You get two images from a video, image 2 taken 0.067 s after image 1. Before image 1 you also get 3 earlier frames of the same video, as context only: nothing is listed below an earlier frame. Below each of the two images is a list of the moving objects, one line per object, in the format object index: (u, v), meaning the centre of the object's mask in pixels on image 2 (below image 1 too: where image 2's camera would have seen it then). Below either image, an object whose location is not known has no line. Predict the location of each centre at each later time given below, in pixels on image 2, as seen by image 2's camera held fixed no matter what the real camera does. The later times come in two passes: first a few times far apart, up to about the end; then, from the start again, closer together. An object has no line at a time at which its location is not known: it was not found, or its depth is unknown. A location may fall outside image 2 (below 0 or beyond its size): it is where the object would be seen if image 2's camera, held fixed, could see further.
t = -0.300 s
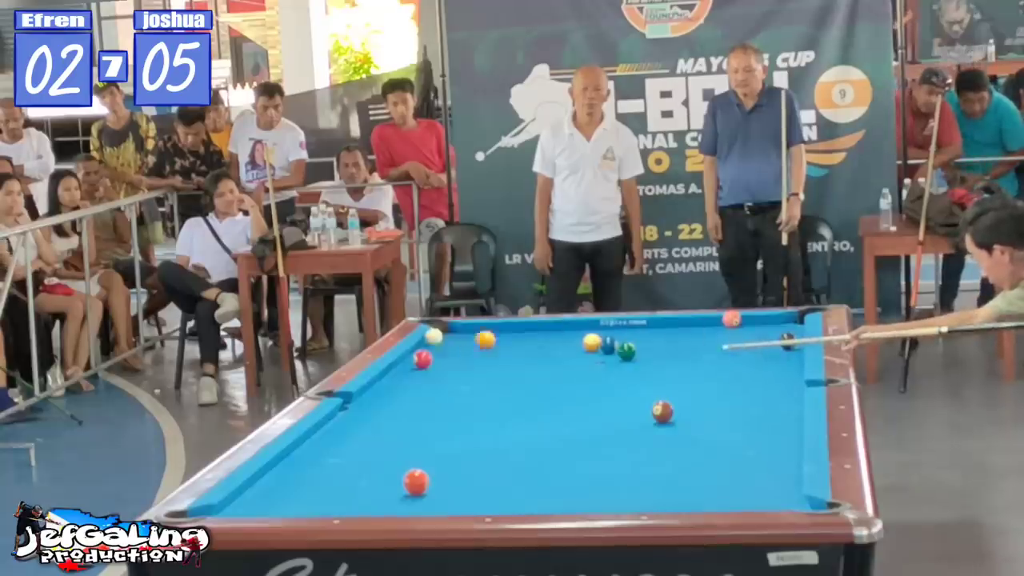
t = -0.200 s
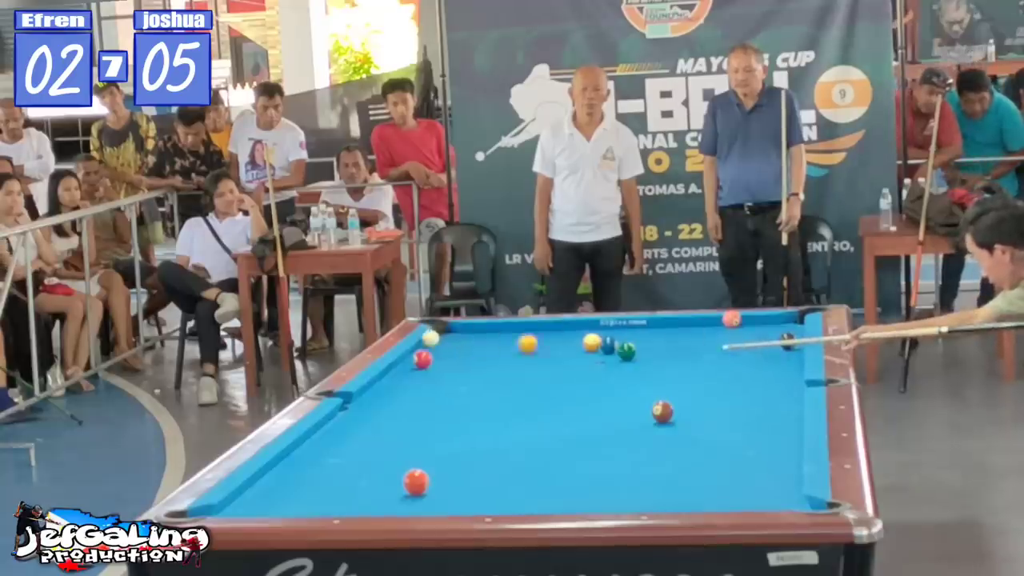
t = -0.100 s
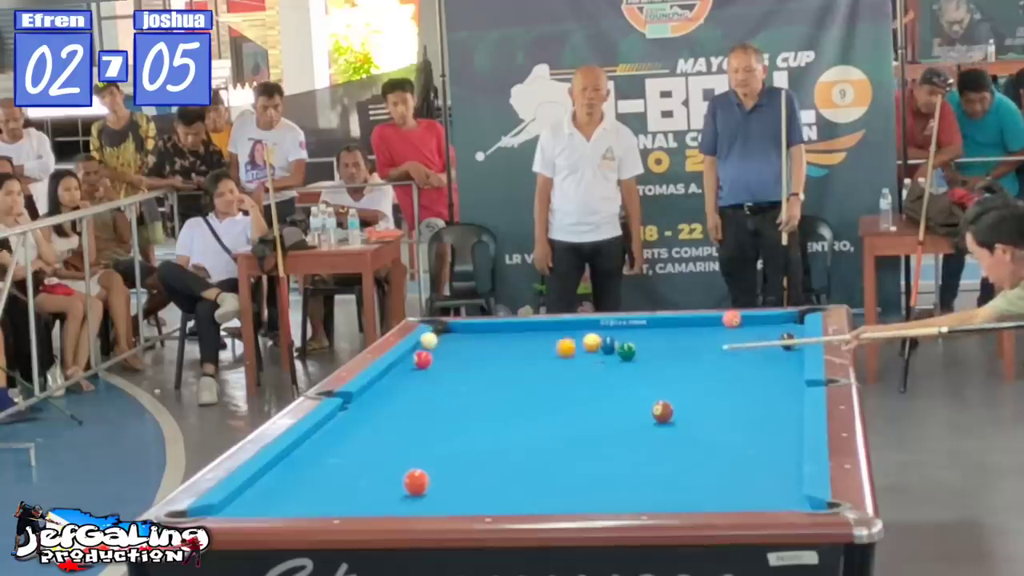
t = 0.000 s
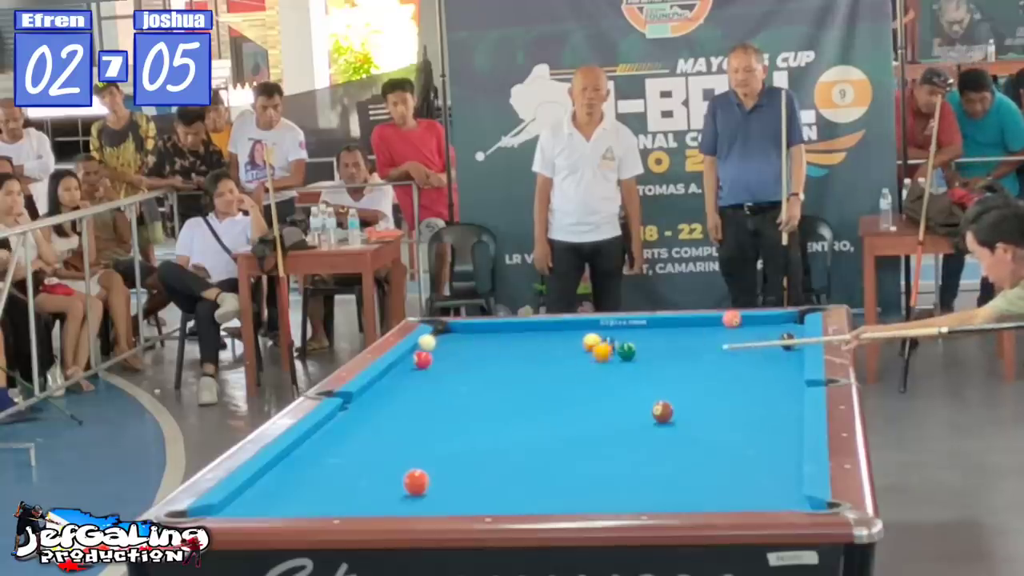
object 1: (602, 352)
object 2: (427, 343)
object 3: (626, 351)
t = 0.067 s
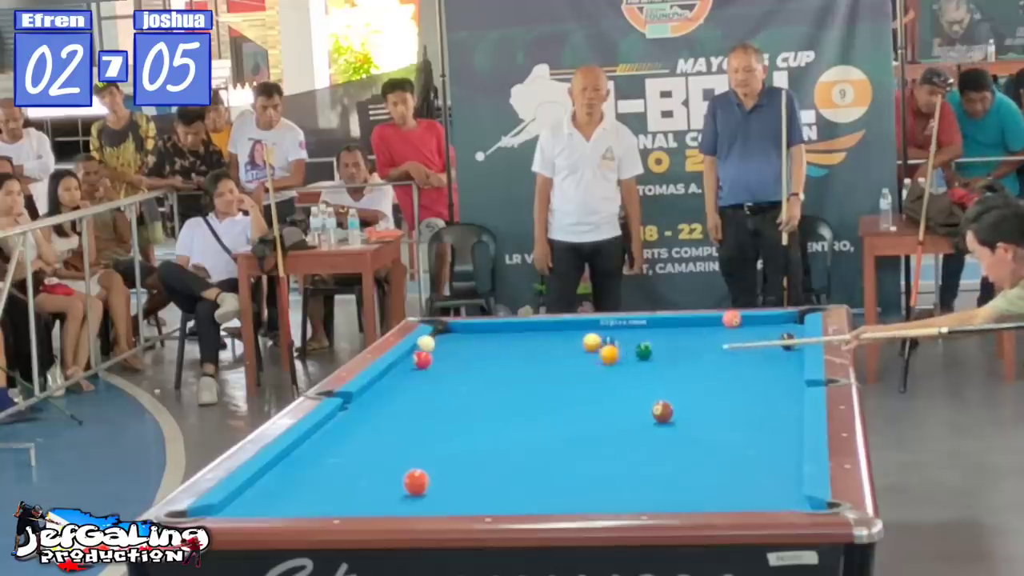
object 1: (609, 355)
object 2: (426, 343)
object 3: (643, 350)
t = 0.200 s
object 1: (619, 360)
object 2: (423, 345)
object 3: (679, 349)
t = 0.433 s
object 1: (642, 373)
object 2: (419, 348)
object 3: (732, 347)
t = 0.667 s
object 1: (666, 386)
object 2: (414, 353)
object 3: (785, 345)
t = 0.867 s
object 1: (688, 397)
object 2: (410, 356)
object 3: (778, 346)
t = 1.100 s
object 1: (714, 411)
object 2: (405, 359)
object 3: (752, 346)
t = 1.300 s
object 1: (737, 424)
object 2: (404, 361)
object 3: (731, 345)
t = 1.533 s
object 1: (766, 440)
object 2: (404, 362)
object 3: (709, 347)
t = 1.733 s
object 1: (792, 453)
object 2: (404, 364)
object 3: (689, 348)
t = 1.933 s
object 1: (777, 466)
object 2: (404, 364)
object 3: (672, 347)
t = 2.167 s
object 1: (759, 481)
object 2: (404, 365)
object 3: (653, 348)
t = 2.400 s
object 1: (741, 495)
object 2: (404, 366)
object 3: (634, 348)
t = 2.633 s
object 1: (721, 498)
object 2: (404, 366)
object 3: (618, 348)
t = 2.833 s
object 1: (703, 495)
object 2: (404, 367)
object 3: (605, 350)
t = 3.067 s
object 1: (684, 490)
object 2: (404, 367)
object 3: (590, 350)
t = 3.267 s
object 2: (404, 367)
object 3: (576, 350)
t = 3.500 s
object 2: (404, 367)
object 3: (565, 350)
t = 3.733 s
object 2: (404, 367)
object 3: (553, 350)
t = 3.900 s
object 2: (404, 367)
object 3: (547, 351)
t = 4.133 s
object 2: (404, 367)
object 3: (538, 351)
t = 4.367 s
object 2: (403, 367)
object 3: (530, 351)
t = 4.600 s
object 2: (403, 367)
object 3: (523, 351)
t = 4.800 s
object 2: (403, 367)
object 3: (519, 352)
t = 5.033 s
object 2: (403, 367)
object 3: (515, 352)
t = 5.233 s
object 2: (403, 367)
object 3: (513, 351)
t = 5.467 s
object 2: (403, 367)
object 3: (511, 351)
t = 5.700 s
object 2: (403, 367)
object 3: (510, 351)
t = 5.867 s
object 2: (404, 367)
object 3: (510, 351)
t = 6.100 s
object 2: (403, 366)
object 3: (510, 351)
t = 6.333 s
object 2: (404, 366)
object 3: (510, 351)
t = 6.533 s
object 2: (404, 367)
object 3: (510, 351)
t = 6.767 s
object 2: (404, 366)
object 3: (510, 351)
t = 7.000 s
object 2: (403, 367)
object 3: (510, 351)
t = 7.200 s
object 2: (404, 366)
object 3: (510, 351)
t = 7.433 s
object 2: (404, 367)
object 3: (510, 351)
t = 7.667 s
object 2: (404, 367)
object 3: (510, 351)
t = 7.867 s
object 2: (404, 367)
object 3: (510, 351)
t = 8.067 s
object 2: (403, 367)
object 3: (510, 351)
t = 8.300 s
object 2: (403, 367)
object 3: (510, 351)
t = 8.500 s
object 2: (403, 367)
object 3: (510, 351)
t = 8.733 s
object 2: (403, 367)
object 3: (510, 351)
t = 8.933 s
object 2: (403, 367)
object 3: (510, 351)
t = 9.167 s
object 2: (403, 367)
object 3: (510, 351)
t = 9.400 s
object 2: (403, 367)
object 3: (510, 351)
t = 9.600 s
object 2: (403, 367)
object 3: (510, 351)
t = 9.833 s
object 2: (403, 367)
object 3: (510, 351)
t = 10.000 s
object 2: (403, 367)
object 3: (510, 351)
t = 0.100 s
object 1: (611, 356)
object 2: (425, 344)
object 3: (653, 351)
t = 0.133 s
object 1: (613, 358)
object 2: (424, 344)
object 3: (663, 350)
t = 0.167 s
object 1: (616, 359)
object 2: (424, 345)
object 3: (671, 350)
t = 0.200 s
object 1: (619, 360)
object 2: (423, 345)
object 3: (679, 349)
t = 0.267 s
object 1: (626, 364)
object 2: (422, 346)
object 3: (695, 349)
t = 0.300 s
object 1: (629, 366)
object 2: (422, 346)
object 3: (702, 348)
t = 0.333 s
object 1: (632, 368)
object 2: (421, 347)
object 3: (710, 348)
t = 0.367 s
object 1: (635, 369)
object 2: (420, 347)
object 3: (718, 348)
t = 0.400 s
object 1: (639, 371)
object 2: (420, 348)
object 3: (725, 348)
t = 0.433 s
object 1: (642, 373)
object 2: (419, 348)
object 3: (732, 347)
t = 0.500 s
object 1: (649, 376)
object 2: (417, 349)
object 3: (748, 346)
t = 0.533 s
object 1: (652, 378)
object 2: (417, 350)
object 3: (755, 347)
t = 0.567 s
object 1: (656, 380)
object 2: (416, 351)
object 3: (763, 346)
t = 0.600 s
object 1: (659, 382)
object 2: (415, 351)
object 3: (770, 346)
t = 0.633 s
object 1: (662, 384)
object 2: (415, 352)
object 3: (778, 345)
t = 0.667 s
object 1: (666, 386)
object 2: (414, 353)
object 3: (785, 345)
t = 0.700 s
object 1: (669, 388)
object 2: (413, 353)
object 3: (792, 345)
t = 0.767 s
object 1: (677, 391)
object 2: (412, 355)
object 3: (790, 344)
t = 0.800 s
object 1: (680, 393)
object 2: (411, 356)
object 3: (785, 345)
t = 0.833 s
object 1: (684, 395)
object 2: (411, 356)
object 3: (782, 345)
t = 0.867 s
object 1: (688, 397)
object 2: (410, 356)
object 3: (778, 346)
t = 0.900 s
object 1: (691, 399)
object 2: (410, 357)
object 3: (775, 346)
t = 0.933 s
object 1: (695, 401)
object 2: (409, 358)
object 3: (771, 346)
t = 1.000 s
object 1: (702, 405)
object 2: (408, 359)
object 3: (763, 346)
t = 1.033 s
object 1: (706, 407)
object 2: (407, 359)
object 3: (759, 345)
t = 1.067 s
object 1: (710, 409)
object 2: (406, 359)
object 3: (756, 345)
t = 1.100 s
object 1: (714, 411)
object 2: (405, 359)
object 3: (752, 346)
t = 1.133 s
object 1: (717, 413)
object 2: (405, 360)
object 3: (749, 346)
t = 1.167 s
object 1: (721, 415)
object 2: (405, 360)
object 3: (746, 346)
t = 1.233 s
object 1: (729, 419)
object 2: (404, 361)
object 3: (739, 345)
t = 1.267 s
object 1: (733, 422)
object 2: (404, 361)
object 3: (735, 346)
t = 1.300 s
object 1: (737, 424)
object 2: (404, 361)
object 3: (731, 345)
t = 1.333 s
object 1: (741, 426)
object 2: (404, 361)
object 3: (728, 346)
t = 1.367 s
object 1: (745, 428)
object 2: (404, 362)
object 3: (725, 346)
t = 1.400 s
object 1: (749, 430)
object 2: (404, 362)
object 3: (721, 346)
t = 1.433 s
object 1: (754, 433)
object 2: (404, 362)
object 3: (718, 346)
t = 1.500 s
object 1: (761, 437)
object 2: (404, 362)
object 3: (712, 346)
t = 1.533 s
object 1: (766, 440)
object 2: (404, 362)
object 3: (709, 347)
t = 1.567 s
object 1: (770, 442)
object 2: (404, 363)
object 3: (706, 347)
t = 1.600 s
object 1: (774, 444)
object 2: (404, 363)
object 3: (702, 346)
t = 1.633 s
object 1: (779, 446)
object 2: (404, 363)
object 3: (699, 347)
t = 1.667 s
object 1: (783, 449)
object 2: (404, 363)
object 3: (696, 347)
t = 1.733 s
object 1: (792, 453)
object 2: (404, 364)
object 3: (689, 348)
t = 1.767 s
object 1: (789, 455)
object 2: (404, 364)
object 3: (687, 347)
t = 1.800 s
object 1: (787, 457)
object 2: (404, 364)
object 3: (684, 347)
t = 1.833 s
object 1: (784, 460)
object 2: (404, 364)
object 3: (681, 347)
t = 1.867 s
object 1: (782, 462)
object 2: (404, 364)
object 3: (678, 347)
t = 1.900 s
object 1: (779, 464)
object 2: (404, 364)
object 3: (675, 347)
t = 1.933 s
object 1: (777, 466)
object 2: (404, 364)
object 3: (672, 347)
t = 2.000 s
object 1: (772, 470)
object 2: (404, 365)
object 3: (666, 347)
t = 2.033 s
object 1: (769, 473)
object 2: (404, 365)
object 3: (663, 348)
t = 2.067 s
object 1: (767, 474)
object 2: (404, 365)
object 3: (661, 348)
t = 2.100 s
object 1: (764, 477)
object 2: (404, 365)
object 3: (658, 348)
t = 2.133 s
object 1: (761, 479)
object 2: (404, 365)
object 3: (656, 348)
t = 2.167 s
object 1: (759, 481)
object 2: (404, 365)
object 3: (653, 348)
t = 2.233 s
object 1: (754, 485)
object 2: (404, 366)
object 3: (647, 348)
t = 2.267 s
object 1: (751, 488)
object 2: (404, 366)
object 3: (645, 348)
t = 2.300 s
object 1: (749, 490)
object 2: (404, 366)
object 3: (642, 348)
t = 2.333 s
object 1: (746, 491)
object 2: (404, 366)
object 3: (639, 348)
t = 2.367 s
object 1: (743, 493)
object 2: (404, 366)
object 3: (637, 348)
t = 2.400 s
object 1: (741, 495)
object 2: (404, 366)
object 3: (634, 348)
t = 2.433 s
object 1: (738, 496)
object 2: (404, 366)
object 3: (631, 348)
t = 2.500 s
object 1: (732, 498)
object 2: (404, 366)
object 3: (627, 348)
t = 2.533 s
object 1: (730, 500)
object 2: (404, 366)
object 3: (624, 348)
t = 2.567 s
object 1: (726, 500)
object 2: (404, 366)
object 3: (623, 348)
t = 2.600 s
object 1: (723, 499)
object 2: (404, 366)
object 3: (621, 348)
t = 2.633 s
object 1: (721, 498)
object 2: (404, 366)
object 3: (618, 348)
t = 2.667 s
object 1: (717, 498)
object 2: (404, 367)
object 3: (615, 348)
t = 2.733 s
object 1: (711, 497)
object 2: (404, 367)
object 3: (610, 349)
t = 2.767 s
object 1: (709, 496)
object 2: (404, 367)
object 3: (609, 348)
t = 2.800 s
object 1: (706, 496)
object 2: (404, 367)
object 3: (608, 348)
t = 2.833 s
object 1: (703, 495)
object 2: (404, 367)
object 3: (605, 350)
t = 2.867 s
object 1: (700, 494)
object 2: (404, 367)
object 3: (602, 350)
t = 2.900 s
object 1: (698, 494)
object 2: (404, 367)
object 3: (600, 350)
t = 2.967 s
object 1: (692, 492)
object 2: (404, 367)
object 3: (596, 350)
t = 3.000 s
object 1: (689, 492)
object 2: (404, 367)
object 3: (594, 350)
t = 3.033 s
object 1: (687, 491)
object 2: (404, 367)
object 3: (592, 350)
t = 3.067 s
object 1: (684, 490)
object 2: (404, 367)
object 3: (590, 350)
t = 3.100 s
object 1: (681, 490)
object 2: (404, 367)
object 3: (588, 350)
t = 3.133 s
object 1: (679, 489)
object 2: (404, 367)
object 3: (585, 351)
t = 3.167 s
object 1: (676, 488)
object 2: (404, 367)
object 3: (583, 351)
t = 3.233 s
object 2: (404, 367)
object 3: (578, 351)
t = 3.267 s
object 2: (404, 367)
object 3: (576, 350)
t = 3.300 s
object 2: (404, 367)
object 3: (575, 350)
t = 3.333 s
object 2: (404, 367)
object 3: (574, 350)
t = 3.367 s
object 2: (404, 367)
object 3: (571, 350)
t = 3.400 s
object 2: (404, 367)
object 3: (570, 350)
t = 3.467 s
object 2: (404, 367)
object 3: (566, 350)
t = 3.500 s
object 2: (404, 367)
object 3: (565, 350)
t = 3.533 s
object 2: (404, 367)
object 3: (563, 350)
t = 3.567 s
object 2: (404, 367)
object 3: (562, 350)
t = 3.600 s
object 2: (404, 367)
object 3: (560, 349)
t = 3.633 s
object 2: (403, 367)
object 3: (558, 350)
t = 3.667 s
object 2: (404, 367)
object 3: (556, 350)
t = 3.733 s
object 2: (404, 367)
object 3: (553, 350)
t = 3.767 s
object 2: (404, 367)
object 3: (552, 350)
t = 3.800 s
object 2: (404, 367)
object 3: (550, 350)
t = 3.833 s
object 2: (404, 367)
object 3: (549, 350)
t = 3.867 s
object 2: (404, 367)
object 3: (548, 351)
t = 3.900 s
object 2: (404, 367)
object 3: (547, 351)
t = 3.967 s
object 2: (404, 367)
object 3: (544, 351)
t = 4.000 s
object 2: (404, 367)
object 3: (543, 351)
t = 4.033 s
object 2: (404, 367)
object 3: (542, 351)
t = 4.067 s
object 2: (404, 367)
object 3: (540, 351)
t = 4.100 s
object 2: (404, 367)
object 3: (539, 351)
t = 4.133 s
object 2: (404, 367)
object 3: (538, 351)
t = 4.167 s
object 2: (404, 367)
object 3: (537, 351)
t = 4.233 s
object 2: (404, 367)
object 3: (535, 351)
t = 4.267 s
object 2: (403, 367)
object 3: (533, 351)
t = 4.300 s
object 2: (403, 367)
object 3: (532, 351)
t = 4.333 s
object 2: (404, 367)
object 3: (531, 351)
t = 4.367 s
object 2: (403, 367)
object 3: (530, 351)
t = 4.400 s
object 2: (403, 367)
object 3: (529, 351)
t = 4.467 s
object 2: (403, 367)
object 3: (527, 352)
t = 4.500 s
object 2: (403, 367)
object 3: (526, 351)
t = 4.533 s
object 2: (403, 367)
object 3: (525, 351)
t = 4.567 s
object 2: (403, 367)
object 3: (524, 351)
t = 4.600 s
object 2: (403, 367)
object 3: (523, 351)
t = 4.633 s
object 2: (403, 367)
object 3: (522, 351)
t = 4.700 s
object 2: (403, 367)
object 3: (521, 351)
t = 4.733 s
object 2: (403, 367)
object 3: (520, 351)
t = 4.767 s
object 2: (403, 367)
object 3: (519, 352)
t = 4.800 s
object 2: (403, 367)
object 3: (519, 352)
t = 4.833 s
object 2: (403, 367)
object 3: (518, 352)
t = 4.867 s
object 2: (403, 367)
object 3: (518, 352)
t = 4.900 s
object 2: (403, 367)
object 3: (517, 352)
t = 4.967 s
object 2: (403, 367)
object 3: (516, 352)
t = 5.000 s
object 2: (403, 367)
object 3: (515, 352)
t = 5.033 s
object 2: (403, 367)
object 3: (515, 352)
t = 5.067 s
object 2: (403, 367)
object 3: (515, 352)
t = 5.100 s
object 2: (403, 367)
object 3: (514, 352)
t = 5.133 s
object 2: (403, 367)
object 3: (514, 352)
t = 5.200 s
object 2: (403, 367)
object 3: (513, 351)
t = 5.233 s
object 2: (403, 367)
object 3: (513, 351)
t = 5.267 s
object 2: (403, 367)
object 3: (512, 351)
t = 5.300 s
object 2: (403, 367)
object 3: (512, 351)
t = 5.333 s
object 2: (403, 367)
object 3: (512, 351)
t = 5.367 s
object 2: (403, 367)
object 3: (511, 351)
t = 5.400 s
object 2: (404, 367)
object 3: (511, 351)
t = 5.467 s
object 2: (403, 367)
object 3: (511, 351)
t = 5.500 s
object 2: (403, 367)
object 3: (510, 351)
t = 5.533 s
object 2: (403, 367)
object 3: (510, 351)
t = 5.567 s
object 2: (403, 367)
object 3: (510, 351)
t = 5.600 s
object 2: (403, 367)
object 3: (510, 351)
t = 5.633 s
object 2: (403, 367)
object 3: (510, 351)
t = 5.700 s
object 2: (403, 367)
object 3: (510, 351)
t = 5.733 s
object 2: (403, 367)
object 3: (510, 351)
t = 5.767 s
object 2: (404, 366)
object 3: (510, 351)
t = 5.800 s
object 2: (404, 366)
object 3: (510, 351)
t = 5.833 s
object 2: (404, 366)
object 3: (510, 351)
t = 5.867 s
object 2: (404, 367)
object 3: (510, 351)
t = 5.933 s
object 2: (404, 366)
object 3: (510, 351)
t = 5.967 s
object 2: (404, 366)
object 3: (510, 351)
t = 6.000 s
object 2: (403, 367)
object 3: (510, 351)
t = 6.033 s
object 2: (403, 367)
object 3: (510, 351)
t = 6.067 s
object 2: (403, 367)
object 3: (510, 351)
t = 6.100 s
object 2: (403, 366)
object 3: (510, 351)
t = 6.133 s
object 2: (404, 366)
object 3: (510, 351)
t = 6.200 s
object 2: (404, 366)
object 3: (510, 351)
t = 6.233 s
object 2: (404, 366)
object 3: (510, 351)
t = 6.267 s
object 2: (404, 366)
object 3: (510, 351)
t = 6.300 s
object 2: (404, 366)
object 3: (510, 351)
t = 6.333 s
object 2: (404, 366)
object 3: (510, 351)
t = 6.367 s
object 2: (404, 366)
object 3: (510, 351)
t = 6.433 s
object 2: (403, 366)
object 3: (510, 351)
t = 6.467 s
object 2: (404, 366)
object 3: (510, 351)
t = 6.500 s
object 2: (404, 366)
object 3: (510, 351)
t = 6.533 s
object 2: (404, 367)
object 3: (510, 351)
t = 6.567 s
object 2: (404, 367)
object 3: (510, 351)
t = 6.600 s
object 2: (404, 367)
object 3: (510, 351)
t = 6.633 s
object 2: (404, 367)
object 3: (510, 351)
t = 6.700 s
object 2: (404, 367)
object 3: (510, 351)
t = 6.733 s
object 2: (404, 366)
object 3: (510, 351)
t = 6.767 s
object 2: (404, 366)
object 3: (510, 351)
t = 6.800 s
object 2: (403, 366)
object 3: (510, 351)
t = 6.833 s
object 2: (403, 366)
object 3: (510, 351)
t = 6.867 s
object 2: (404, 366)
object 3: (510, 351)
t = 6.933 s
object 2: (404, 366)
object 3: (510, 351)
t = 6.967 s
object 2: (403, 366)
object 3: (510, 351)
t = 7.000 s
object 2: (403, 367)
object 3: (510, 351)
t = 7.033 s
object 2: (403, 366)
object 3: (510, 351)
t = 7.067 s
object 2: (403, 366)
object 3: (510, 351)
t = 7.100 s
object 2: (403, 366)
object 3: (510, 351)
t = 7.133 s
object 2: (403, 366)
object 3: (510, 351)
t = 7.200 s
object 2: (404, 366)
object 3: (510, 351)
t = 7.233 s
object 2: (403, 367)
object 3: (510, 351)
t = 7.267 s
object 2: (404, 367)
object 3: (510, 351)
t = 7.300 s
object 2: (404, 367)
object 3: (510, 351)
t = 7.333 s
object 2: (404, 367)
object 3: (510, 351)
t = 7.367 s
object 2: (404, 367)
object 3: (510, 351)
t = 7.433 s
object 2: (404, 367)
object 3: (510, 351)
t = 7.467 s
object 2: (404, 367)
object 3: (510, 351)
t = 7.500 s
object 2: (404, 367)
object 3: (510, 351)
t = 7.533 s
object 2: (404, 367)
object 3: (510, 351)
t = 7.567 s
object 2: (404, 367)
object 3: (510, 351)
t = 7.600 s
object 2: (404, 367)
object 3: (510, 351)
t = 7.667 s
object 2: (404, 367)
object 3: (510, 351)
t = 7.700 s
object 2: (404, 367)
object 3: (510, 351)
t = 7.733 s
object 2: (404, 366)
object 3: (510, 351)
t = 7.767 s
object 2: (404, 366)
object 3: (510, 351)
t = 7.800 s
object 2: (404, 366)
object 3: (510, 351)
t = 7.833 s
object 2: (404, 367)
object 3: (510, 351)
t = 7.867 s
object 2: (404, 367)
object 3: (510, 351)
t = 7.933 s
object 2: (403, 367)
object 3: (510, 351)
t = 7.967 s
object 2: (403, 367)
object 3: (510, 351)
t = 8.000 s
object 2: (403, 367)
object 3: (510, 351)
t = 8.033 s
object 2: (403, 367)
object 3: (510, 351)
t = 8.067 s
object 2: (403, 367)
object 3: (510, 351)
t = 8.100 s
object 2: (403, 367)
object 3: (510, 351)
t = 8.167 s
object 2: (403, 367)
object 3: (510, 351)
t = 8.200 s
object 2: (403, 367)
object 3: (510, 351)
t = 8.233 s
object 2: (403, 367)
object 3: (510, 351)
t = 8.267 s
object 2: (403, 367)
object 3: (510, 351)
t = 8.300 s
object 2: (403, 367)
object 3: (510, 351)
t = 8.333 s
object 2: (403, 367)
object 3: (510, 351)
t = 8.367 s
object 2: (403, 367)
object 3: (510, 351)
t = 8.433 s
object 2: (403, 367)
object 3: (510, 351)
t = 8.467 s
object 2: (403, 367)
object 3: (510, 351)
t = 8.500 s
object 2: (403, 367)
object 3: (510, 351)
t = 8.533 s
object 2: (403, 367)
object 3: (510, 351)
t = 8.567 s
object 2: (404, 367)
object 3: (510, 351)
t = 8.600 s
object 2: (403, 367)
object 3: (510, 351)
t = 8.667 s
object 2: (403, 367)
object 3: (510, 351)
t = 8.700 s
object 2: (403, 367)
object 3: (510, 351)
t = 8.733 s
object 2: (403, 367)
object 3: (510, 351)
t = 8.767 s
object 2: (403, 367)
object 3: (510, 351)
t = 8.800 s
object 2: (403, 367)
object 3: (510, 351)
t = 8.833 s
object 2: (403, 367)
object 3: (510, 351)
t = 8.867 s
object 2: (403, 367)
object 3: (510, 351)
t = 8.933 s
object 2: (403, 367)
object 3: (510, 351)
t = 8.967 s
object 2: (403, 367)
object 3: (510, 351)
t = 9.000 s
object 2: (403, 367)
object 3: (510, 351)
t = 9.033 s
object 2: (403, 367)
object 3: (510, 351)
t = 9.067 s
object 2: (403, 367)
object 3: (510, 351)
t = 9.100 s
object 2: (403, 367)
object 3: (510, 351)
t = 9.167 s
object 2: (403, 367)
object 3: (510, 351)
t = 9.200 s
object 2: (403, 367)
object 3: (510, 351)
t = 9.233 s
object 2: (403, 367)
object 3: (510, 351)
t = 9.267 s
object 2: (403, 367)
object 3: (510, 351)
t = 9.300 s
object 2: (403, 367)
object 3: (510, 351)
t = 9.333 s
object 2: (403, 367)
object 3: (510, 351)
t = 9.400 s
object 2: (403, 367)
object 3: (510, 351)
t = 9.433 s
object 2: (403, 367)
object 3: (510, 351)
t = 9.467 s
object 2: (403, 367)
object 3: (510, 351)
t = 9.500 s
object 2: (403, 367)
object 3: (510, 351)
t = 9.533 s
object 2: (403, 367)
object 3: (510, 351)
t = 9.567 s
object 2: (404, 367)
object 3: (510, 351)
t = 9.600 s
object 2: (403, 367)
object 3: (510, 351)
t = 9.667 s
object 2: (404, 367)
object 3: (510, 351)
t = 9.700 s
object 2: (403, 367)
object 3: (510, 351)
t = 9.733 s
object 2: (403, 367)
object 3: (510, 351)
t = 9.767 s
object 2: (403, 367)
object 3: (510, 351)
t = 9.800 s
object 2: (403, 367)
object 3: (510, 351)
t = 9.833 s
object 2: (403, 367)
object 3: (510, 351)
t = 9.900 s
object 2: (403, 367)
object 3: (510, 351)
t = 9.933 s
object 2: (403, 367)
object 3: (510, 351)
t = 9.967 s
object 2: (403, 367)
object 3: (510, 351)
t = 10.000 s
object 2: (403, 367)
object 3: (510, 351)
